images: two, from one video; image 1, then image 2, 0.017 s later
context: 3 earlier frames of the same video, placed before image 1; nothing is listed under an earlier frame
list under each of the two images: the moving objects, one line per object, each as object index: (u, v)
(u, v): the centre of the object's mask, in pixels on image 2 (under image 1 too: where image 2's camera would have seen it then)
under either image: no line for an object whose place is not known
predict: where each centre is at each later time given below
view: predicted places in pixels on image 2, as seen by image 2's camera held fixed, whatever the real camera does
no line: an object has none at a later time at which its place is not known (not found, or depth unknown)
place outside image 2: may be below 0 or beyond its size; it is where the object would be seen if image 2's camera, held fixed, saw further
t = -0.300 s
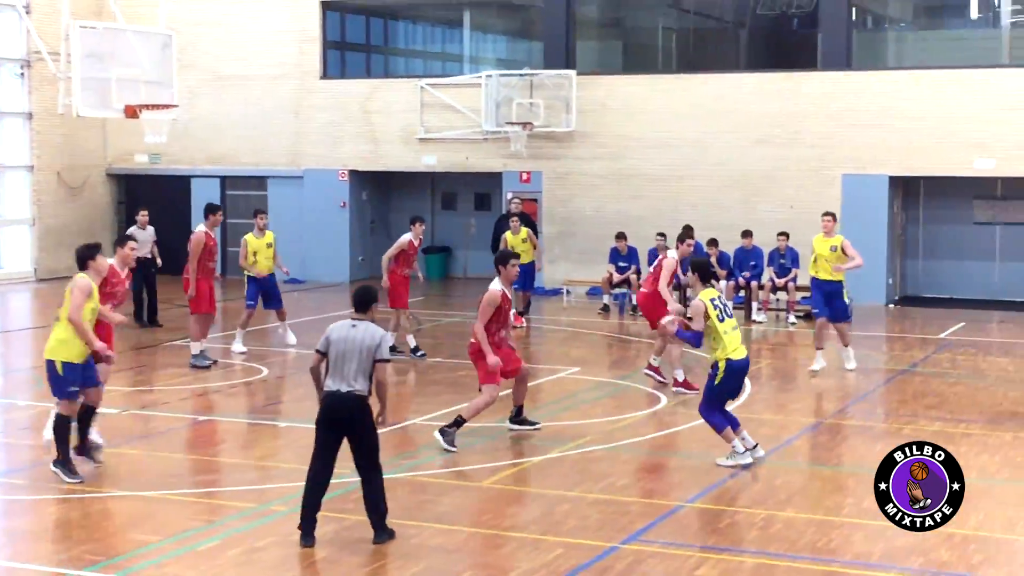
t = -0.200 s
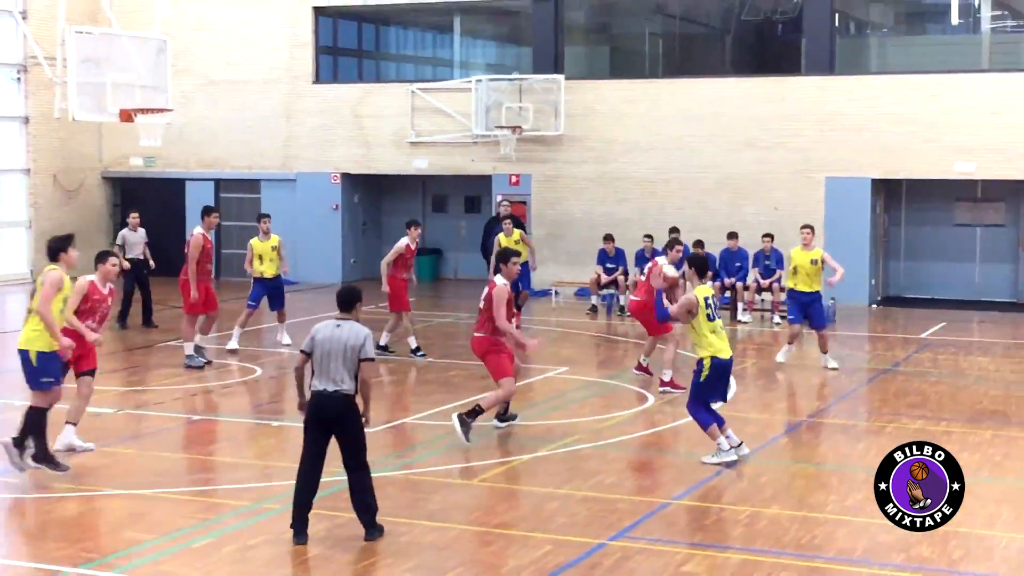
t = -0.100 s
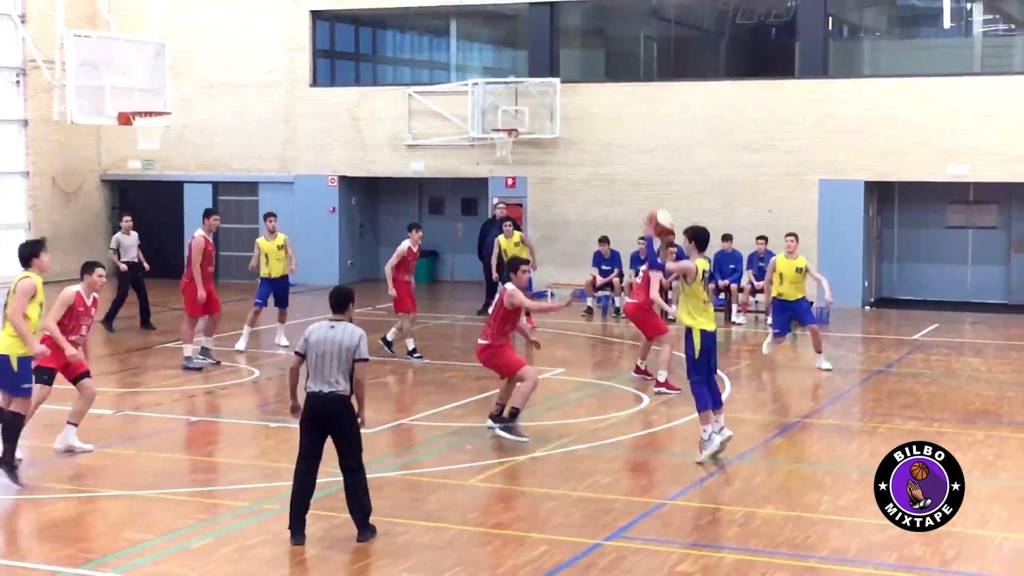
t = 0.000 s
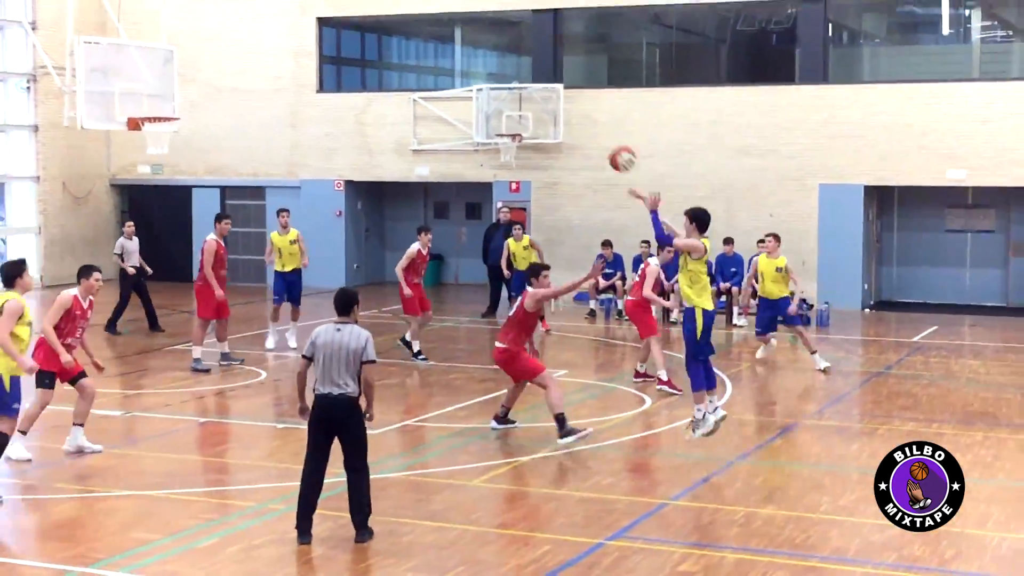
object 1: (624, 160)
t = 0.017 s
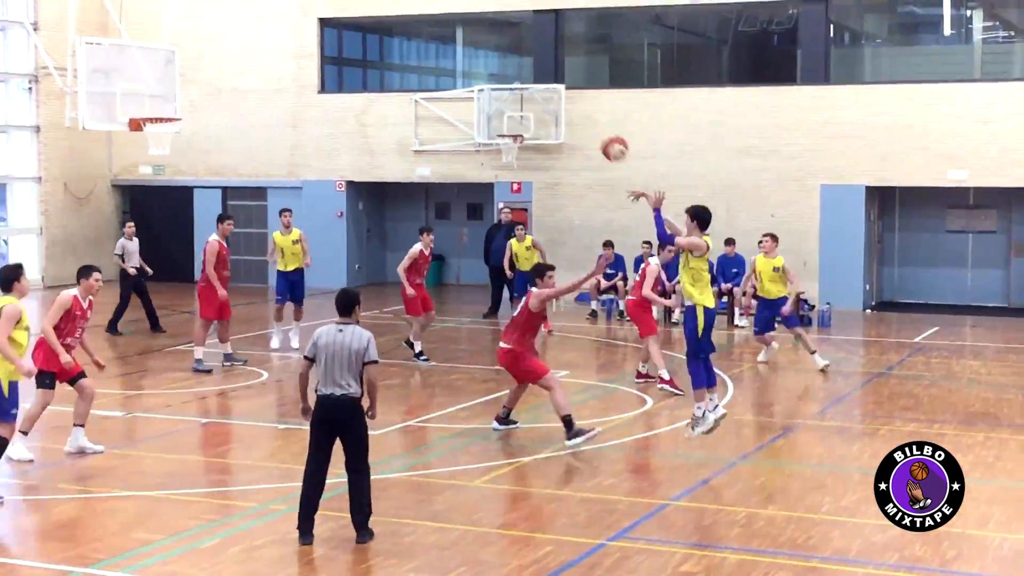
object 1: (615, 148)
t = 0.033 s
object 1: (606, 138)
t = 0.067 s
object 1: (588, 115)
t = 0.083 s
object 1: (580, 106)
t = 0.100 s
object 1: (571, 95)
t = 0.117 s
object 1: (562, 86)
